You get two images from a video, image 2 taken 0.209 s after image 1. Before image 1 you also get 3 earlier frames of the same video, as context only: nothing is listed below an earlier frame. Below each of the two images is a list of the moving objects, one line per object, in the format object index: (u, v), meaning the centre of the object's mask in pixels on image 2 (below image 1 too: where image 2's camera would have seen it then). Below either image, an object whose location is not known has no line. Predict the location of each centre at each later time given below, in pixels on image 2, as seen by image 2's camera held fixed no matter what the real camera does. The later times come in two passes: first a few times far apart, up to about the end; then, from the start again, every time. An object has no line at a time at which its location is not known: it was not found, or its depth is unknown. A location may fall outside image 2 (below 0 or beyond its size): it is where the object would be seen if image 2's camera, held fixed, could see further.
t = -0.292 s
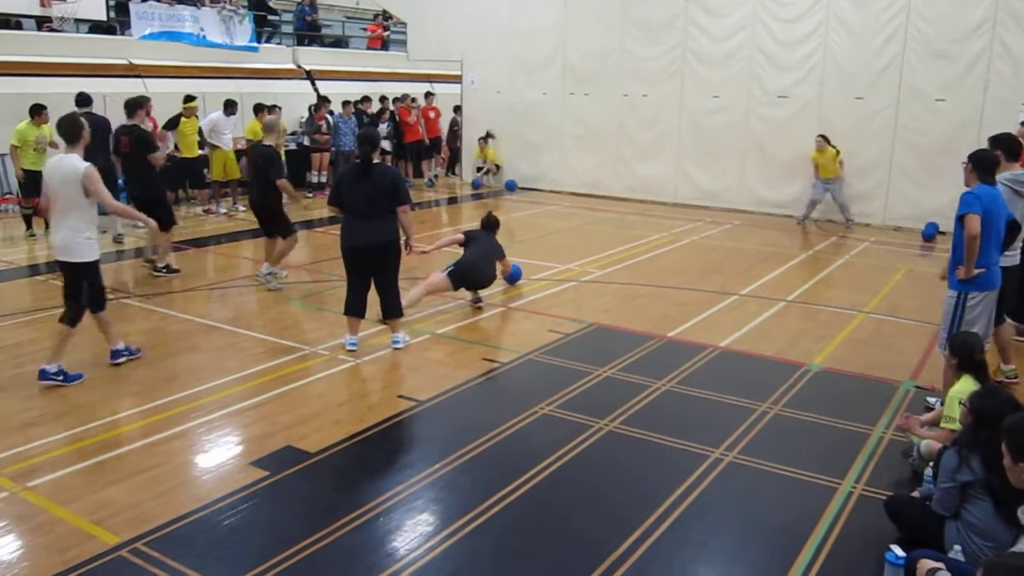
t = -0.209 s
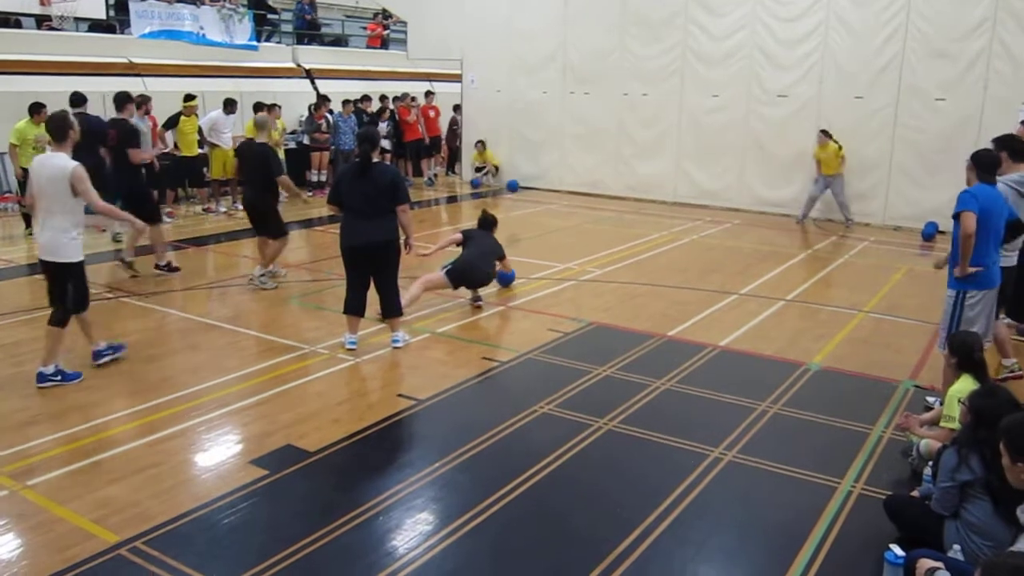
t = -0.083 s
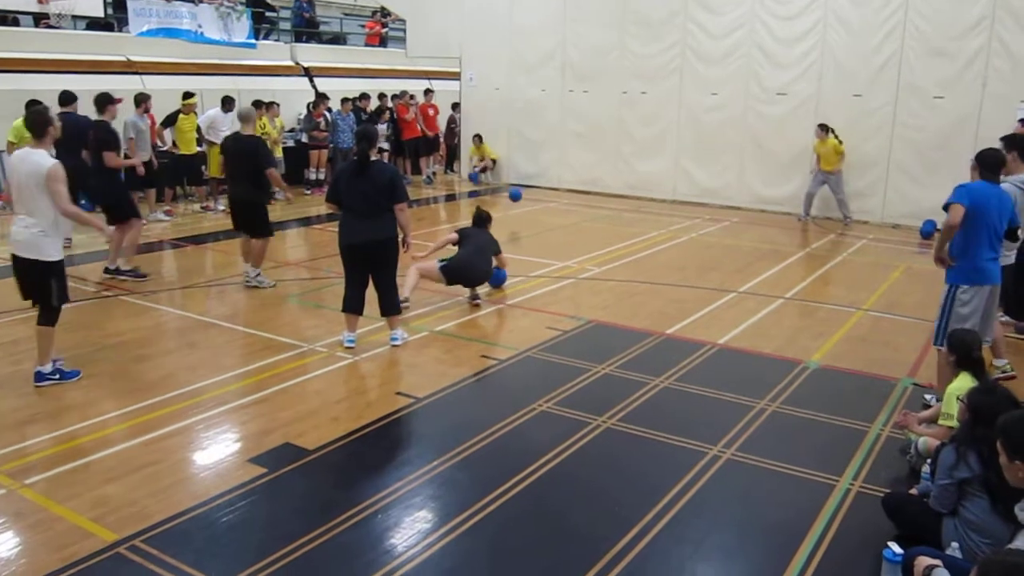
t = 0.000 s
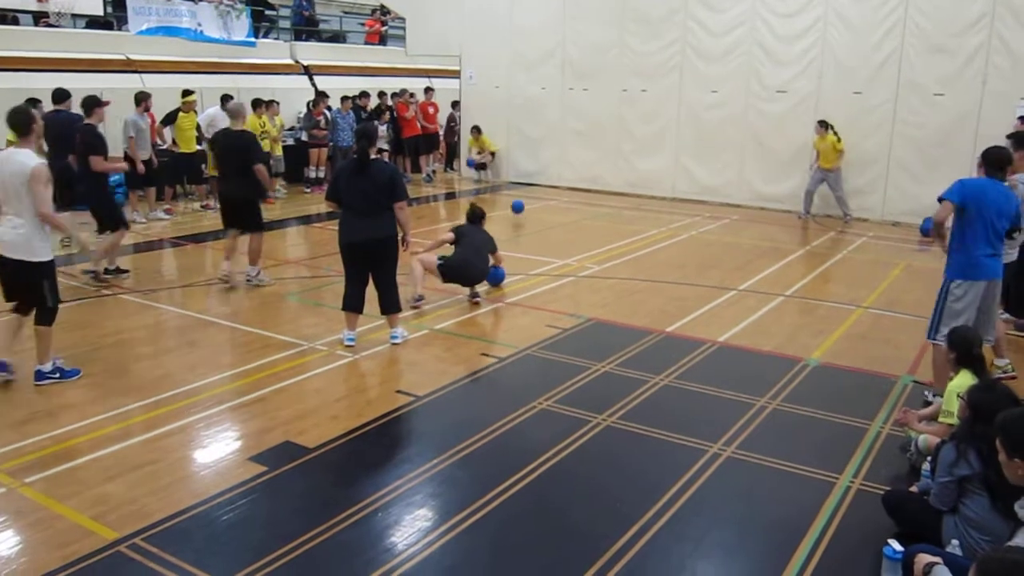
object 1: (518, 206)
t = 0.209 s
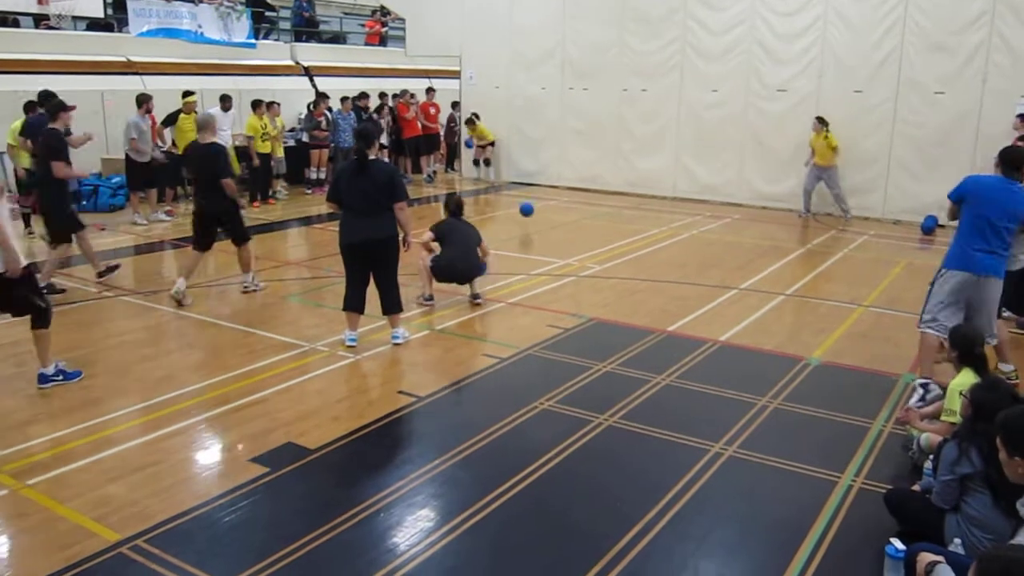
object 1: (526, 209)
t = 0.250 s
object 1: (528, 211)
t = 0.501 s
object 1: (539, 227)
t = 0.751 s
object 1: (551, 242)
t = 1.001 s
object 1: (565, 258)
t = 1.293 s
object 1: (582, 275)
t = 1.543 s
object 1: (599, 291)
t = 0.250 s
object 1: (528, 211)
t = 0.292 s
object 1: (530, 214)
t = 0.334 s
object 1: (532, 219)
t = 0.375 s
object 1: (533, 225)
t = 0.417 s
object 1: (535, 228)
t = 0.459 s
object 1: (537, 227)
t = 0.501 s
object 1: (539, 227)
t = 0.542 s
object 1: (541, 229)
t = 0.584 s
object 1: (543, 232)
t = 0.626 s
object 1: (545, 236)
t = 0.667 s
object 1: (547, 241)
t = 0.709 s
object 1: (549, 241)
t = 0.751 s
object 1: (551, 242)
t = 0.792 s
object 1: (553, 245)
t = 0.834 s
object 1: (555, 248)
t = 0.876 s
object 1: (558, 250)
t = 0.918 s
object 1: (560, 251)
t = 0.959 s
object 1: (563, 255)
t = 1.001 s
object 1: (565, 258)
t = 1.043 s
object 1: (567, 259)
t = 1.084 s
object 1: (570, 262)
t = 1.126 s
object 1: (572, 265)
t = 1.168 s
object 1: (575, 267)
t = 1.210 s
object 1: (577, 270)
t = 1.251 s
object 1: (580, 272)
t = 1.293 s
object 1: (582, 275)
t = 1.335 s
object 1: (585, 277)
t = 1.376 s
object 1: (588, 280)
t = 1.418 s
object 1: (590, 283)
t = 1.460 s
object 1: (593, 285)
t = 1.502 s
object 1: (596, 288)
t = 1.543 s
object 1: (599, 291)
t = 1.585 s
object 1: (602, 295)
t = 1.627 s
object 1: (605, 297)
